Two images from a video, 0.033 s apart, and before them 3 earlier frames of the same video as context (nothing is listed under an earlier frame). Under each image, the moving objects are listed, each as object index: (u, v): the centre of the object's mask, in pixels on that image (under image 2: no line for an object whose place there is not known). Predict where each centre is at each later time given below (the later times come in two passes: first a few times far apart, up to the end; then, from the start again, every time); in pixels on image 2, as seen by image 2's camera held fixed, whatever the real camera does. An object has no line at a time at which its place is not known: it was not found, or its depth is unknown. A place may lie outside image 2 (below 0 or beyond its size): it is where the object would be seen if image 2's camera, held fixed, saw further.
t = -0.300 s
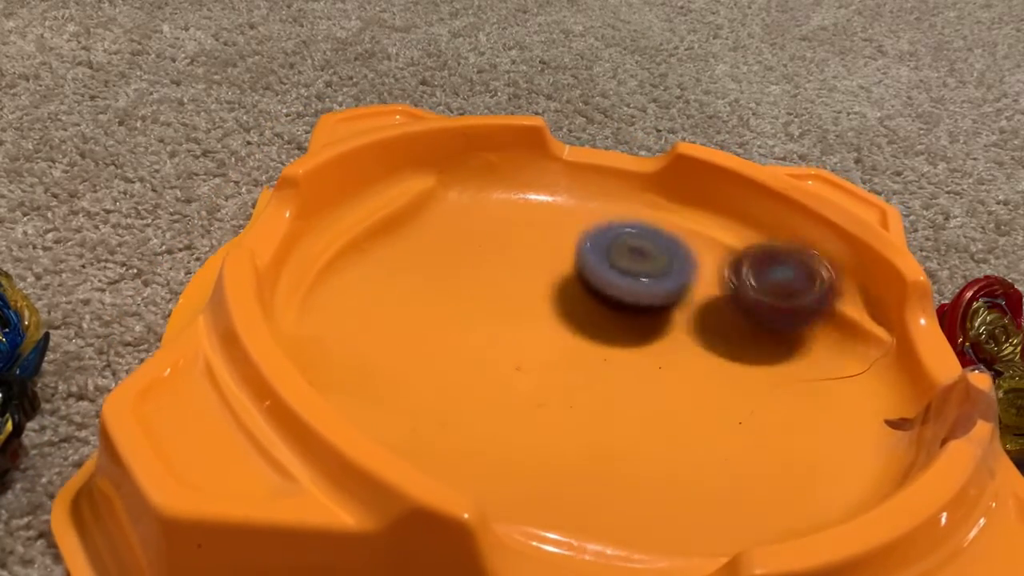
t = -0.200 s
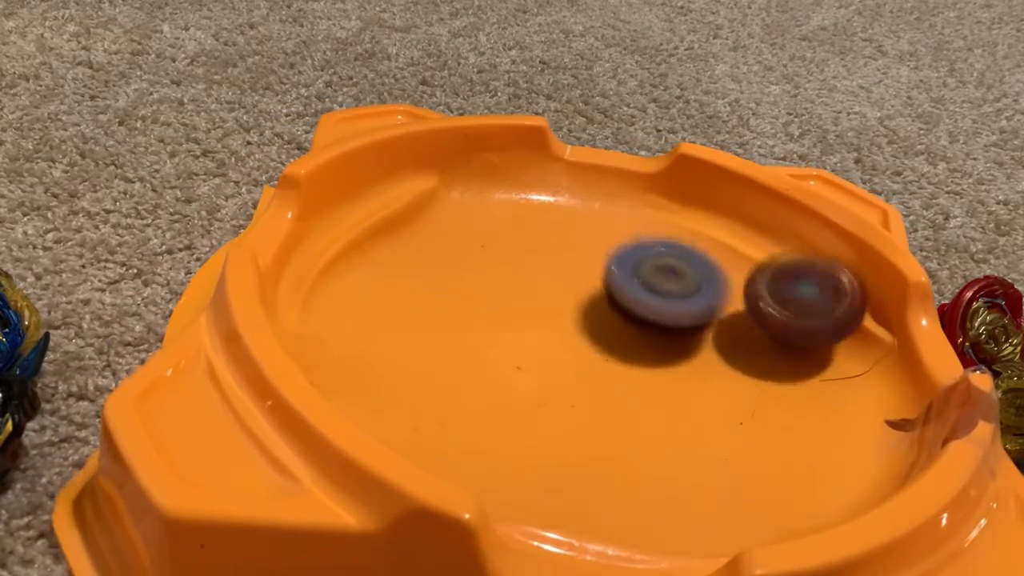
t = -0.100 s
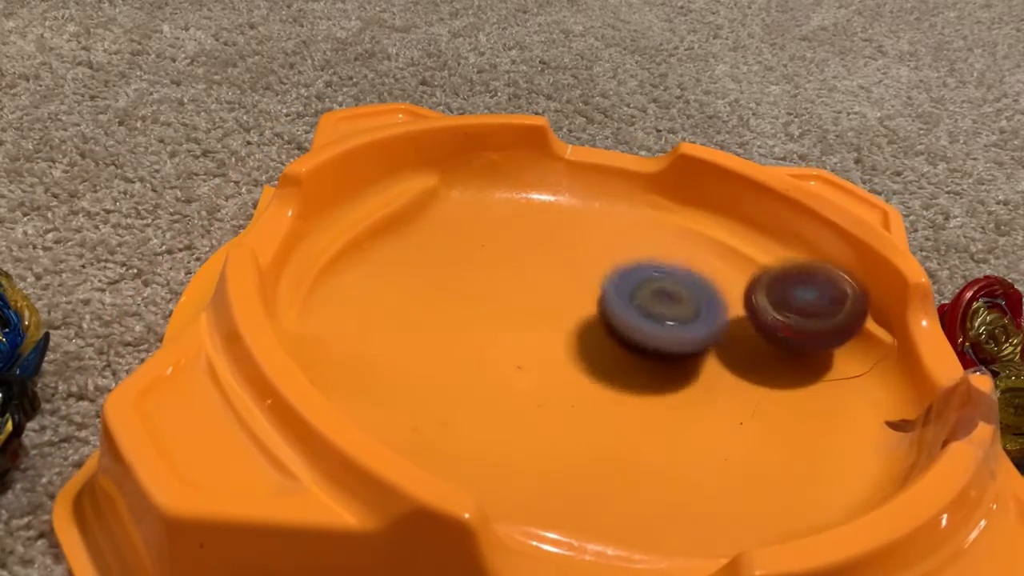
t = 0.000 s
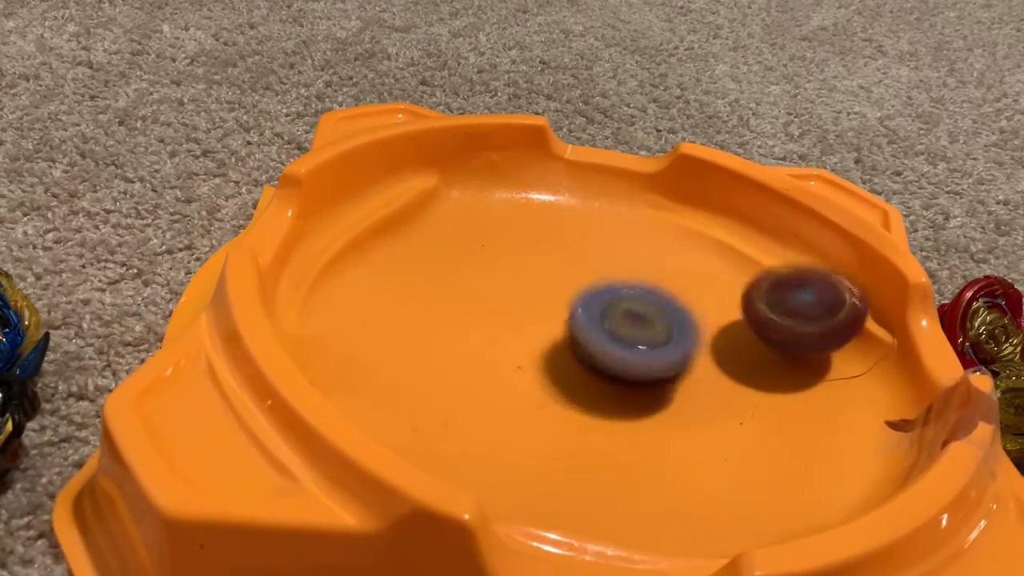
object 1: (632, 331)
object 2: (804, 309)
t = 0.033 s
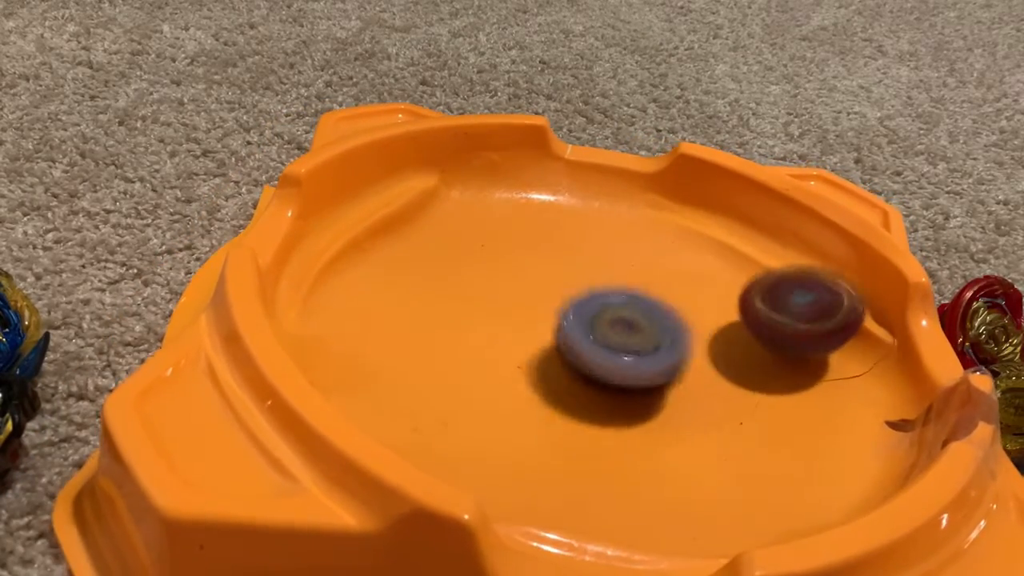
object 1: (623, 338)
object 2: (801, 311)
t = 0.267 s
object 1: (518, 345)
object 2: (738, 341)
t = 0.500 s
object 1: (497, 289)
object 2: (661, 383)
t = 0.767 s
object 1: (644, 304)
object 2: (618, 405)
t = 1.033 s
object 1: (738, 332)
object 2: (586, 404)
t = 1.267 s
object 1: (727, 369)
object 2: (540, 347)
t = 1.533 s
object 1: (656, 350)
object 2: (479, 288)
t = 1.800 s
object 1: (693, 295)
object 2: (429, 272)
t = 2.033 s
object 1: (761, 303)
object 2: (495, 291)
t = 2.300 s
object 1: (724, 328)
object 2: (552, 303)
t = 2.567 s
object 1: (745, 320)
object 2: (459, 303)
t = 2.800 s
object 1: (745, 355)
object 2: (403, 295)
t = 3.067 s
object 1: (780, 389)
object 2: (359, 274)
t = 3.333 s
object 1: (815, 413)
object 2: (403, 300)
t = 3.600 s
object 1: (718, 382)
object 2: (554, 326)
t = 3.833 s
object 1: (862, 343)
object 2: (346, 238)
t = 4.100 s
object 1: (745, 322)
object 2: (464, 356)
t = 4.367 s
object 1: (617, 305)
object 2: (649, 408)
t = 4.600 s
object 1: (540, 307)
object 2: (739, 441)
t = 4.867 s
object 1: (503, 353)
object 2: (707, 425)
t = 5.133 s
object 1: (482, 386)
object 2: (695, 358)
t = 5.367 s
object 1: (502, 367)
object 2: (697, 309)
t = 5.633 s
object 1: (580, 329)
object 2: (706, 295)
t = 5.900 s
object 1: (588, 284)
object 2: (740, 300)
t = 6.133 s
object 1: (597, 243)
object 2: (703, 319)
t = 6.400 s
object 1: (632, 251)
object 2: (617, 332)
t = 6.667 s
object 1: (654, 298)
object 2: (529, 317)
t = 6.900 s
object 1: (666, 347)
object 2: (497, 293)
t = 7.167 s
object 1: (642, 391)
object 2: (540, 296)
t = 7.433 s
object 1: (585, 396)
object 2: (588, 281)
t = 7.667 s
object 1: (567, 356)
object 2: (635, 290)
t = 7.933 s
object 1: (562, 319)
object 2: (688, 306)
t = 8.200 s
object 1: (516, 293)
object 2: (744, 318)
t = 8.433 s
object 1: (552, 296)
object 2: (705, 332)
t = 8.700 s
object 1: (548, 305)
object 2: (683, 340)
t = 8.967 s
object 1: (526, 308)
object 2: (661, 341)
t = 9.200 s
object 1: (539, 315)
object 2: (675, 341)
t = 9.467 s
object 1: (528, 318)
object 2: (727, 341)
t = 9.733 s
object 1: (569, 321)
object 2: (709, 341)
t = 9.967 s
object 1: (561, 315)
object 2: (751, 331)
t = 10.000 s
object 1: (560, 314)
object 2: (754, 333)
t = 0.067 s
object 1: (612, 345)
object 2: (797, 313)
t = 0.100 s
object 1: (596, 352)
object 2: (792, 313)
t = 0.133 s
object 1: (580, 354)
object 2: (785, 316)
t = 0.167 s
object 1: (566, 353)
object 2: (777, 319)
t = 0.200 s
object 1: (549, 352)
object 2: (767, 324)
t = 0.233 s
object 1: (533, 349)
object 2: (754, 331)
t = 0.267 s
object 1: (518, 345)
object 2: (738, 341)
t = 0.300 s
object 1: (503, 340)
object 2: (723, 350)
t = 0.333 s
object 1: (491, 332)
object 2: (707, 360)
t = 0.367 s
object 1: (483, 323)
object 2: (694, 368)
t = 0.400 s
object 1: (480, 313)
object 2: (683, 374)
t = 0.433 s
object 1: (482, 304)
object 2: (672, 378)
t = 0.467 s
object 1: (487, 296)
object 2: (665, 380)
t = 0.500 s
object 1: (497, 289)
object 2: (661, 383)
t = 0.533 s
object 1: (510, 285)
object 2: (658, 386)
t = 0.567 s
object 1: (526, 282)
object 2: (654, 389)
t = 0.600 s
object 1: (546, 282)
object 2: (647, 393)
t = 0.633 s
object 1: (566, 285)
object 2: (641, 397)
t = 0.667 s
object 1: (588, 292)
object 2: (637, 399)
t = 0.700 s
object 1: (608, 299)
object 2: (632, 397)
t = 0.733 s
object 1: (626, 306)
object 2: (626, 394)
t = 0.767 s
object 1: (644, 304)
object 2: (618, 405)
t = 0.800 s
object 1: (658, 300)
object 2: (609, 416)
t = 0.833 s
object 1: (673, 300)
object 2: (604, 421)
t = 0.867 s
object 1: (687, 302)
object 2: (598, 423)
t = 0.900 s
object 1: (701, 307)
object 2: (594, 422)
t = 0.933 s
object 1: (712, 311)
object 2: (592, 419)
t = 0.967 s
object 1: (723, 318)
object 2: (590, 415)
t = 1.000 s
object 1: (732, 324)
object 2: (588, 409)
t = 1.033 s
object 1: (738, 332)
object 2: (586, 404)
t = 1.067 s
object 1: (741, 340)
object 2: (585, 397)
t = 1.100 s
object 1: (741, 348)
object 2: (585, 389)
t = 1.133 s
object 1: (737, 355)
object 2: (586, 382)
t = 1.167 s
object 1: (732, 361)
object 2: (586, 375)
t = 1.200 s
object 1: (726, 364)
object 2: (580, 366)
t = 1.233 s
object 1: (728, 367)
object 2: (561, 358)
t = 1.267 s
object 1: (727, 369)
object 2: (540, 347)
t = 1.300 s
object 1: (724, 369)
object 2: (520, 333)
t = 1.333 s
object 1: (719, 368)
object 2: (502, 321)
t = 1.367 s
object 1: (713, 368)
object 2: (489, 310)
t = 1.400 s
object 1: (703, 368)
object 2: (480, 301)
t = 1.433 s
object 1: (692, 365)
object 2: (476, 295)
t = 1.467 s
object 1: (681, 361)
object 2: (475, 291)
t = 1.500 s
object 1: (668, 357)
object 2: (476, 289)
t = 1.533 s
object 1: (656, 350)
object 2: (479, 288)
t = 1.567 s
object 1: (646, 342)
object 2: (484, 288)
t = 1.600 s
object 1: (639, 334)
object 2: (490, 289)
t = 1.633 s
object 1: (632, 326)
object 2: (496, 290)
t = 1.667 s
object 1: (637, 319)
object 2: (488, 288)
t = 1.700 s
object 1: (657, 311)
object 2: (461, 281)
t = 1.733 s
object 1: (670, 304)
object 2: (444, 277)
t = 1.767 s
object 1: (682, 299)
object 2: (435, 274)
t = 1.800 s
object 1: (693, 295)
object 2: (429, 272)
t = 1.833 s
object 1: (706, 292)
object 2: (428, 272)
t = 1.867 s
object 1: (716, 291)
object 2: (431, 272)
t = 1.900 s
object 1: (727, 291)
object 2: (439, 275)
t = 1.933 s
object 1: (739, 293)
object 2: (449, 278)
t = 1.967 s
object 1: (747, 295)
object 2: (464, 283)
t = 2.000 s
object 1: (755, 298)
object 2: (478, 286)
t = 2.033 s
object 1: (761, 303)
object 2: (495, 291)
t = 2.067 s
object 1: (763, 308)
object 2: (512, 295)
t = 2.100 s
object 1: (760, 313)
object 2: (529, 298)
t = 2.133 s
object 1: (753, 318)
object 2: (547, 302)
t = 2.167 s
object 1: (745, 323)
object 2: (564, 305)
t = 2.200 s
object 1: (733, 325)
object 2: (579, 308)
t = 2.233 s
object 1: (719, 327)
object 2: (589, 309)
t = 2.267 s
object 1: (723, 327)
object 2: (571, 305)
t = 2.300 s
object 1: (724, 328)
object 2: (552, 303)
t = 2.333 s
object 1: (724, 328)
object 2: (539, 301)
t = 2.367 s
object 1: (720, 328)
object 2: (534, 302)
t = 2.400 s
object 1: (715, 329)
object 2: (534, 305)
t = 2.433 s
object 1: (709, 330)
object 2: (537, 308)
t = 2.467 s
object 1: (701, 329)
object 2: (542, 312)
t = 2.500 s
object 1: (692, 327)
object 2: (549, 316)
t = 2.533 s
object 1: (695, 325)
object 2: (541, 313)
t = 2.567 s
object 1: (745, 320)
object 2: (459, 303)
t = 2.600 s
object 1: (786, 316)
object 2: (389, 291)
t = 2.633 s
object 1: (820, 312)
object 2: (329, 279)
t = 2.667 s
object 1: (831, 311)
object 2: (335, 270)
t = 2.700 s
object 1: (811, 319)
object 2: (348, 274)
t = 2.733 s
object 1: (785, 339)
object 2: (365, 283)
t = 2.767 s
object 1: (766, 346)
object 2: (383, 287)
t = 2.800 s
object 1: (745, 355)
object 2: (403, 295)
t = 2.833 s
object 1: (723, 361)
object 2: (422, 304)
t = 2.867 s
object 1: (698, 366)
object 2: (443, 312)
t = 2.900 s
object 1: (673, 367)
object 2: (466, 321)
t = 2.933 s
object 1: (650, 367)
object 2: (489, 330)
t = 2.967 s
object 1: (653, 367)
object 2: (481, 326)
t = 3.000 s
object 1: (702, 377)
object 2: (429, 302)
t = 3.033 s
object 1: (745, 385)
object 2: (391, 285)
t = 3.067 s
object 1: (780, 389)
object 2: (359, 274)
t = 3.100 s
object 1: (804, 392)
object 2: (339, 264)
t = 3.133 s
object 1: (819, 395)
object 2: (331, 259)
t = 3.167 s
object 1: (827, 395)
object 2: (333, 260)
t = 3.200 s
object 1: (831, 397)
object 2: (342, 268)
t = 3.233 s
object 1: (830, 401)
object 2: (358, 278)
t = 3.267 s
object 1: (829, 405)
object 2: (373, 286)
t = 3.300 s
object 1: (822, 407)
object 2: (387, 293)
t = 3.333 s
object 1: (815, 413)
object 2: (403, 300)
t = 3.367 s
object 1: (807, 415)
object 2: (421, 306)
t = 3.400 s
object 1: (796, 418)
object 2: (441, 314)
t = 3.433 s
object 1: (779, 416)
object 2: (465, 321)
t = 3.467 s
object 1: (762, 413)
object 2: (488, 327)
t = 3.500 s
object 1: (745, 407)
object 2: (513, 331)
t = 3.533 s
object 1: (728, 398)
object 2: (537, 335)
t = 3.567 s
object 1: (712, 389)
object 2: (560, 337)
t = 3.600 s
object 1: (718, 382)
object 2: (554, 326)
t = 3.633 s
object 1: (770, 380)
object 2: (493, 303)
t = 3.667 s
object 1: (813, 372)
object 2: (443, 279)
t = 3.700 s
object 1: (840, 365)
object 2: (406, 261)
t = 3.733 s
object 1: (854, 358)
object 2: (377, 249)
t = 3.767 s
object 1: (859, 353)
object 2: (360, 238)
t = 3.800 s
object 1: (863, 346)
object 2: (349, 230)
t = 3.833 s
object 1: (862, 343)
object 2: (346, 238)
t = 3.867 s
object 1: (856, 340)
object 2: (351, 252)
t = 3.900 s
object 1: (843, 336)
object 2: (360, 270)
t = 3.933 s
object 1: (829, 332)
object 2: (370, 286)
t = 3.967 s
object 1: (809, 332)
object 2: (383, 300)
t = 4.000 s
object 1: (793, 330)
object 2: (398, 315)
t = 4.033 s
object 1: (775, 327)
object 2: (418, 330)
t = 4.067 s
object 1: (759, 324)
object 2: (440, 343)
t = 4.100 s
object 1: (745, 322)
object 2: (464, 356)
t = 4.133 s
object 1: (727, 321)
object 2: (490, 366)
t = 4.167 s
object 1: (710, 319)
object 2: (514, 375)
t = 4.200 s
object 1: (696, 318)
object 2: (538, 382)
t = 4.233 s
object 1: (678, 318)
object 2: (561, 389)
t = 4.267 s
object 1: (664, 315)
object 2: (586, 392)
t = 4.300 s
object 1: (651, 310)
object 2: (608, 392)
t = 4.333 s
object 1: (635, 307)
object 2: (630, 396)
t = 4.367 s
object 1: (617, 305)
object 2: (649, 408)
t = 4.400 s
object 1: (605, 300)
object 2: (669, 418)
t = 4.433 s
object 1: (594, 296)
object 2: (686, 426)
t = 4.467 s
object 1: (580, 296)
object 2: (702, 431)
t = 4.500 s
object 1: (569, 296)
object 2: (715, 434)
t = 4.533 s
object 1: (559, 300)
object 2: (725, 436)
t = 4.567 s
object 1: (548, 304)
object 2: (732, 440)
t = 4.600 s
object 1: (540, 307)
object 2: (739, 441)
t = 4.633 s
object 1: (533, 311)
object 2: (744, 442)
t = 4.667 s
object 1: (524, 316)
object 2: (746, 442)
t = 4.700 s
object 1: (519, 320)
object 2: (744, 442)
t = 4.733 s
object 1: (514, 326)
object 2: (740, 442)
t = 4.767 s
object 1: (508, 333)
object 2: (737, 440)
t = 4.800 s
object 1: (507, 338)
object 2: (729, 436)
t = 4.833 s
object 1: (505, 345)
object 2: (718, 430)
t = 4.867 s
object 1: (503, 353)
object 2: (707, 425)
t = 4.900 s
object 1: (505, 359)
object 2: (697, 419)
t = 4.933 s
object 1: (508, 366)
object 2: (688, 411)
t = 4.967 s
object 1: (510, 373)
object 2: (676, 402)
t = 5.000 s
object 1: (517, 378)
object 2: (666, 393)
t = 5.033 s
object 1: (513, 385)
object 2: (664, 386)
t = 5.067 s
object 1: (498, 387)
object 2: (681, 375)
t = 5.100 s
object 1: (490, 386)
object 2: (692, 368)
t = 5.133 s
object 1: (482, 386)
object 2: (695, 358)
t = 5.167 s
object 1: (478, 386)
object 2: (698, 350)
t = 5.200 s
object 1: (476, 385)
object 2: (700, 342)
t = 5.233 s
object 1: (477, 384)
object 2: (699, 332)
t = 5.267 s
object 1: (480, 380)
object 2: (698, 326)
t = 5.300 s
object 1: (485, 376)
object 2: (698, 320)
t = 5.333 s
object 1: (492, 373)
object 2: (698, 314)
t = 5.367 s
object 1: (502, 367)
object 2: (697, 309)
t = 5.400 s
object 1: (511, 364)
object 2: (697, 305)
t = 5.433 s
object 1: (522, 360)
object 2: (698, 300)
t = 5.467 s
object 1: (533, 355)
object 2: (698, 298)
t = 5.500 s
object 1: (543, 349)
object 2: (701, 297)
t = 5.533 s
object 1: (552, 346)
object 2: (704, 295)
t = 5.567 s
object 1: (562, 339)
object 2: (704, 295)
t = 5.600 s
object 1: (571, 334)
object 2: (706, 296)
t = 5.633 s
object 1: (580, 329)
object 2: (706, 295)
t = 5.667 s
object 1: (586, 322)
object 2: (703, 297)
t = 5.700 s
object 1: (590, 317)
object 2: (707, 297)
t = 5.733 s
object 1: (588, 313)
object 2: (718, 296)
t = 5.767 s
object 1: (587, 309)
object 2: (725, 295)
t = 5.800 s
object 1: (586, 304)
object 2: (732, 296)
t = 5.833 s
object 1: (588, 298)
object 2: (735, 295)
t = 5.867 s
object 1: (588, 291)
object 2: (737, 298)
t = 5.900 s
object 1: (588, 284)
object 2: (740, 300)
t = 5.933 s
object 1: (589, 278)
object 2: (739, 301)
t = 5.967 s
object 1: (589, 271)
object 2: (736, 304)
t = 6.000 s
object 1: (590, 263)
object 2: (734, 306)
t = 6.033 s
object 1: (591, 258)
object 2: (727, 309)
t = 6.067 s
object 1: (592, 252)
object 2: (721, 314)
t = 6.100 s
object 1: (595, 247)
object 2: (714, 316)
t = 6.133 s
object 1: (597, 243)
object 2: (703, 319)
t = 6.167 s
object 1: (600, 239)
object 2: (694, 322)
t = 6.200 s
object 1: (604, 238)
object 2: (684, 324)
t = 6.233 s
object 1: (609, 237)
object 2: (673, 326)
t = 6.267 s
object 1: (614, 238)
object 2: (663, 328)
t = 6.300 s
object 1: (620, 241)
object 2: (649, 328)
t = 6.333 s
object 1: (624, 244)
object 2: (637, 328)
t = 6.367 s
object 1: (628, 247)
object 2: (628, 331)
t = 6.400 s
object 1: (632, 251)
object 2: (617, 332)
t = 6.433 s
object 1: (636, 255)
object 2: (605, 334)
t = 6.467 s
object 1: (639, 260)
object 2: (593, 333)
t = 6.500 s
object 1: (643, 267)
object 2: (579, 332)
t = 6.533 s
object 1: (646, 273)
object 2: (568, 331)
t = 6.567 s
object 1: (650, 279)
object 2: (557, 327)
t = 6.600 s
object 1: (650, 286)
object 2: (547, 324)
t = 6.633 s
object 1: (651, 292)
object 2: (541, 321)
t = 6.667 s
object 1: (654, 298)
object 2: (529, 317)
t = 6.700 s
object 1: (656, 305)
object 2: (519, 314)
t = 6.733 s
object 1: (658, 311)
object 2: (515, 310)
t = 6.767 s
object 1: (660, 319)
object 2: (508, 306)
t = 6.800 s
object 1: (662, 327)
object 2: (503, 304)
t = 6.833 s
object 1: (665, 334)
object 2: (500, 298)
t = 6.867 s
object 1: (666, 340)
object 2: (497, 295)
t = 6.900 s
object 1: (666, 347)
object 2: (497, 293)
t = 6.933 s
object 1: (666, 355)
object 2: (499, 290)
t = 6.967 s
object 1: (666, 361)
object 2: (501, 289)
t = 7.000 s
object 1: (665, 367)
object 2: (506, 288)
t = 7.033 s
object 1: (662, 373)
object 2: (510, 287)
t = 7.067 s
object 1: (659, 379)
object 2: (517, 289)
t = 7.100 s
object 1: (653, 384)
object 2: (525, 290)
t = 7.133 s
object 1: (648, 388)
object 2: (531, 293)
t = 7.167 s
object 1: (642, 391)
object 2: (540, 296)
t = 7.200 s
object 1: (631, 392)
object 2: (549, 297)
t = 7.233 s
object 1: (621, 392)
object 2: (557, 301)
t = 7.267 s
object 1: (609, 390)
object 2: (566, 302)
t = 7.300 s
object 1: (607, 395)
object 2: (570, 296)
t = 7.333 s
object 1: (606, 400)
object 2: (570, 289)
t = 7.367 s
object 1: (599, 399)
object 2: (577, 285)
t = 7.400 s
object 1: (593, 400)
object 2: (581, 281)
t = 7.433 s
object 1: (585, 396)
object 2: (588, 281)
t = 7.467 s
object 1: (581, 394)
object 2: (593, 279)
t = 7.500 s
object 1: (573, 388)
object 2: (600, 281)
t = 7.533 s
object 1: (571, 381)
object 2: (607, 281)
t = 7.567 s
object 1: (568, 374)
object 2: (611, 284)
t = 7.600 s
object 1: (567, 366)
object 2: (619, 286)
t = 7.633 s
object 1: (567, 361)
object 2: (627, 286)
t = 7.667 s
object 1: (567, 356)
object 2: (635, 290)
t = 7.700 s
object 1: (565, 355)
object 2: (645, 290)
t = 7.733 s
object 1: (562, 350)
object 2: (651, 290)
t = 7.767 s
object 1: (561, 344)
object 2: (660, 294)
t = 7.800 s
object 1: (560, 338)
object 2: (666, 295)
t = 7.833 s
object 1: (560, 332)
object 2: (671, 296)
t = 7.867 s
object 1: (562, 327)
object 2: (678, 301)
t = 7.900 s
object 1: (563, 322)
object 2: (681, 303)
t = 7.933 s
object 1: (562, 319)
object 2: (688, 306)
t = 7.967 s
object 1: (552, 316)
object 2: (707, 306)
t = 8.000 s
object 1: (541, 315)
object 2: (717, 306)
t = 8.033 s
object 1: (536, 311)
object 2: (725, 307)
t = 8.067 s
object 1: (529, 307)
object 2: (731, 307)
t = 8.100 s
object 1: (524, 303)
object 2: (737, 310)
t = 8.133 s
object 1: (519, 299)
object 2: (742, 311)
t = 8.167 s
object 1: (517, 295)
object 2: (742, 313)
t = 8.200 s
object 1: (516, 293)
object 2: (744, 318)
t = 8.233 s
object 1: (517, 290)
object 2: (743, 319)
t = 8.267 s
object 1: (519, 289)
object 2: (739, 322)
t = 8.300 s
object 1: (524, 288)
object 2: (737, 325)
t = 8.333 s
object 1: (529, 290)
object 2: (730, 327)
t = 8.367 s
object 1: (537, 291)
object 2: (723, 330)
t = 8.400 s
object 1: (544, 293)
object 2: (716, 331)
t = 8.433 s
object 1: (552, 296)
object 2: (705, 332)
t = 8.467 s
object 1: (560, 299)
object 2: (695, 334)
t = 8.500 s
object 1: (556, 300)
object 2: (698, 333)
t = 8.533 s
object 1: (550, 300)
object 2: (704, 336)
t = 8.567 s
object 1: (549, 300)
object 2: (704, 338)
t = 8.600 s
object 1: (547, 301)
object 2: (699, 339)
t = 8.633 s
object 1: (547, 302)
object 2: (696, 340)
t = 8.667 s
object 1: (547, 303)
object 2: (689, 339)
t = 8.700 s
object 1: (548, 305)
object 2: (683, 340)
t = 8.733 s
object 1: (543, 306)
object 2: (684, 340)
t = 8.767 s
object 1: (538, 307)
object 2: (683, 342)
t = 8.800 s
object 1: (533, 305)
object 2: (684, 343)
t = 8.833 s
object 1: (528, 306)
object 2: (678, 342)
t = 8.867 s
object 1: (525, 305)
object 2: (677, 343)
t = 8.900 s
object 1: (525, 305)
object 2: (671, 342)
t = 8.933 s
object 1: (523, 306)
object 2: (667, 343)
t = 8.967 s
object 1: (526, 308)
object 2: (661, 341)
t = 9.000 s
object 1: (523, 307)
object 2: (665, 343)
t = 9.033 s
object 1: (523, 309)
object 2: (669, 343)
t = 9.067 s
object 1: (524, 308)
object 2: (670, 344)
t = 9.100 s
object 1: (525, 310)
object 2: (676, 342)
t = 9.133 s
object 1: (529, 310)
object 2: (674, 342)
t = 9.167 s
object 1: (533, 313)
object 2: (676, 341)
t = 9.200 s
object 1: (539, 315)
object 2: (675, 341)
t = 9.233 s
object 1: (541, 317)
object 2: (680, 341)
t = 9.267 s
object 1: (543, 319)
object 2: (679, 340)
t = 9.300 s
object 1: (538, 318)
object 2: (695, 341)
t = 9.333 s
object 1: (534, 318)
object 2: (705, 339)
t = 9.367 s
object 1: (530, 318)
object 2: (715, 340)
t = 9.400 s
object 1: (529, 319)
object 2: (718, 340)
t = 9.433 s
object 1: (527, 317)
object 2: (724, 341)
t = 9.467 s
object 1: (528, 318)
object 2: (727, 341)
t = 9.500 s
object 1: (531, 318)
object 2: (732, 343)
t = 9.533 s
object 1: (533, 317)
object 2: (731, 344)
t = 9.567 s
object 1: (539, 318)
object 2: (734, 344)
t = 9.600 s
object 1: (543, 317)
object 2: (730, 344)
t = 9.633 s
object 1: (549, 320)
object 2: (728, 344)
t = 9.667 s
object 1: (556, 320)
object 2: (722, 343)
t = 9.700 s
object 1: (563, 321)
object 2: (718, 342)
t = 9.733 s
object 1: (569, 321)
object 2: (709, 341)
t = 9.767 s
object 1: (572, 322)
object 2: (708, 339)
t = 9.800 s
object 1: (564, 320)
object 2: (728, 338)
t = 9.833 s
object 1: (561, 320)
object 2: (740, 338)
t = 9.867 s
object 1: (562, 318)
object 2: (742, 337)
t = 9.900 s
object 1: (559, 317)
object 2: (744, 334)
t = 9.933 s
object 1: (560, 317)
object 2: (746, 333)
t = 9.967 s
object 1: (561, 315)
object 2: (751, 331)
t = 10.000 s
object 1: (560, 314)
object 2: (754, 333)
